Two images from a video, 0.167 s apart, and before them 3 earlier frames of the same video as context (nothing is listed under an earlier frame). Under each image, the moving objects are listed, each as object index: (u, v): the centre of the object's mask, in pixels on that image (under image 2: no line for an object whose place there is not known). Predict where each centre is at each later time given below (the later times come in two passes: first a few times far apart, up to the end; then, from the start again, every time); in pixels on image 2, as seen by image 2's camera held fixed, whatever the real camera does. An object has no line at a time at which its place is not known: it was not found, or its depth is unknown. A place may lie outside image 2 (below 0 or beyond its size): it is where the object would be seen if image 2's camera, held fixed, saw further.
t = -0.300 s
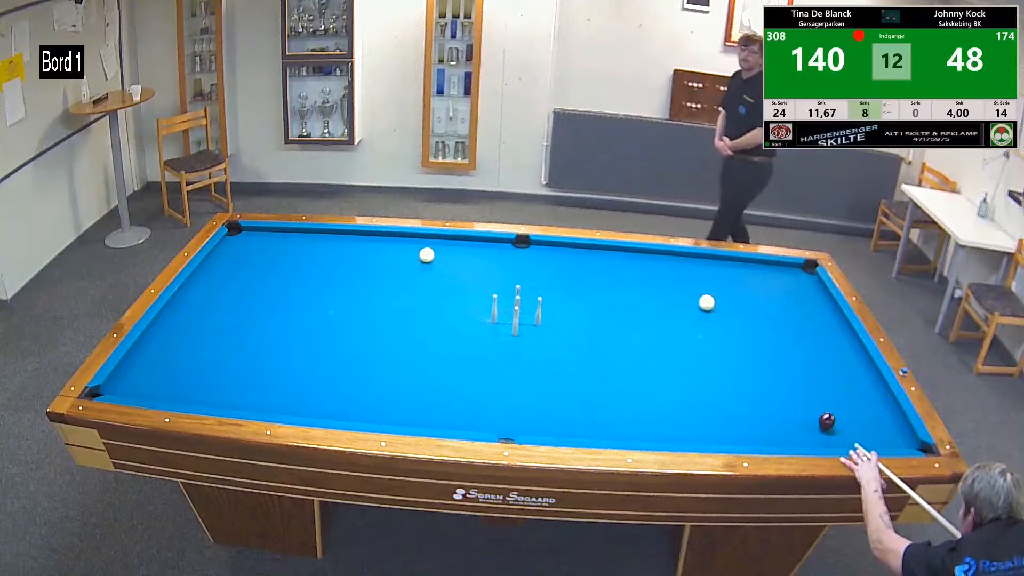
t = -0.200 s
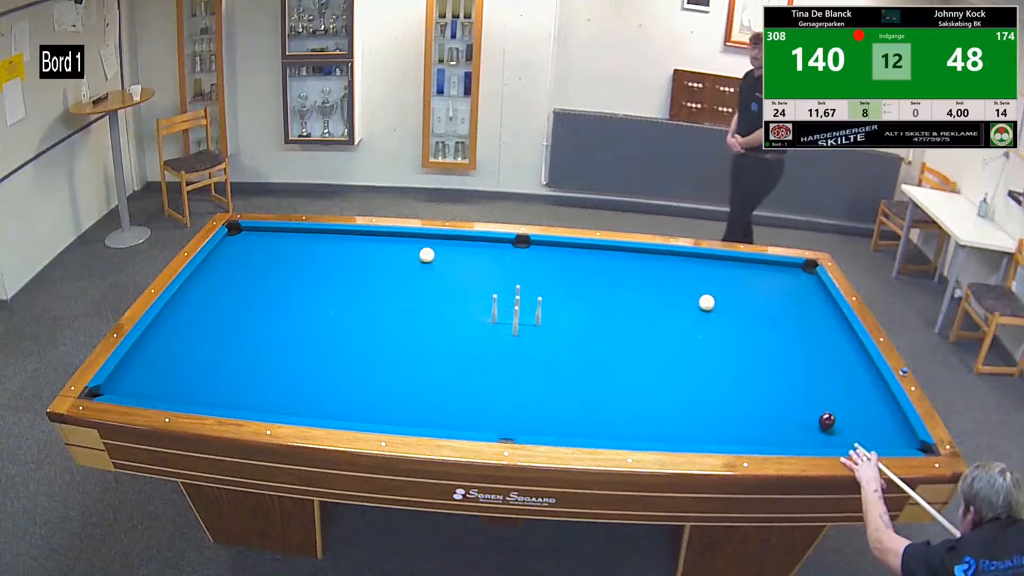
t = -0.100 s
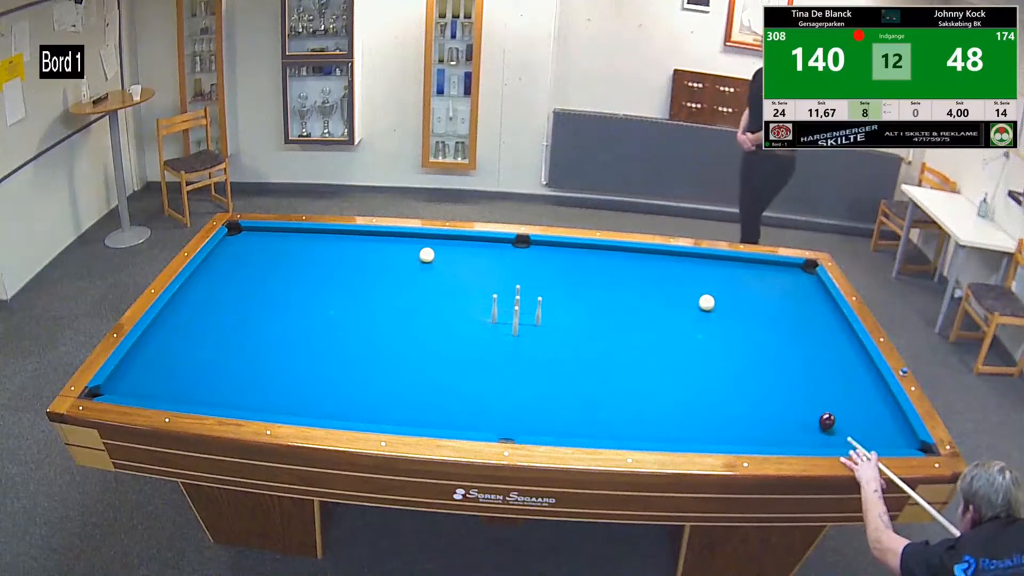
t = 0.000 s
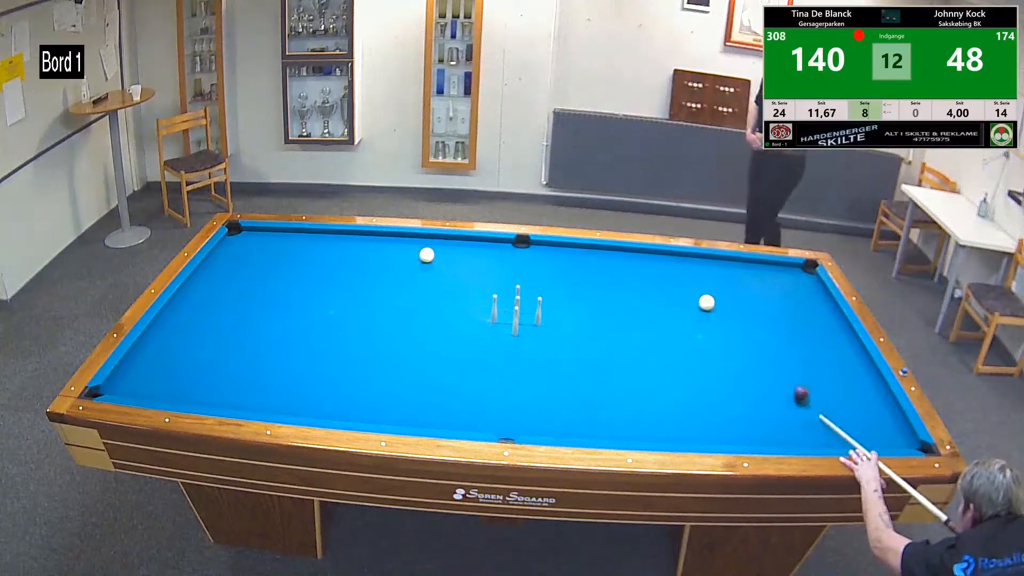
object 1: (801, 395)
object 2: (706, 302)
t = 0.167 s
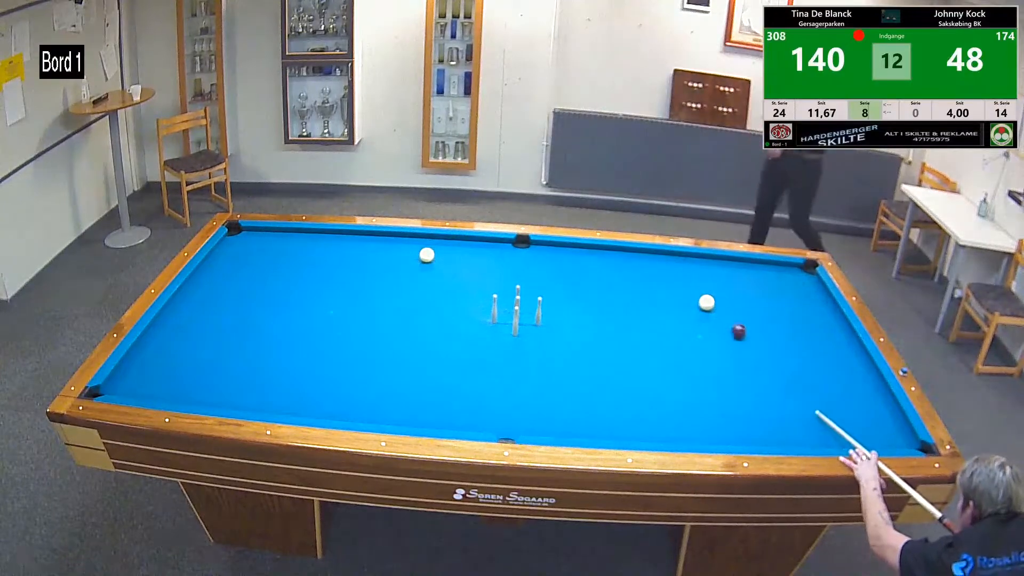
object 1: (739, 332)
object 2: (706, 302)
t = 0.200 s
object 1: (728, 321)
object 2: (706, 302)
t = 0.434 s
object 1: (733, 301)
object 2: (643, 266)
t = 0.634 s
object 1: (746, 293)
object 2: (604, 253)
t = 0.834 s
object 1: (758, 285)
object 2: (578, 266)
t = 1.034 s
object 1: (769, 278)
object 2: (549, 278)
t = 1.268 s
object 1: (781, 270)
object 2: (512, 294)
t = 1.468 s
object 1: (794, 267)
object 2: (479, 309)
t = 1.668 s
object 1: (811, 273)
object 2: (444, 325)
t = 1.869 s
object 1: (804, 277)
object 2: (406, 341)
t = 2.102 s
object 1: (796, 283)
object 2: (360, 362)
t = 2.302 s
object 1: (789, 288)
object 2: (319, 381)
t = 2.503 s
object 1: (782, 293)
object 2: (276, 400)
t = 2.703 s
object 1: (775, 297)
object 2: (253, 400)
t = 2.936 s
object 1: (767, 303)
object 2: (244, 385)
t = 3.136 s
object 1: (759, 308)
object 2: (237, 373)
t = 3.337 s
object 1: (752, 313)
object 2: (230, 362)
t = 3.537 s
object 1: (745, 318)
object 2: (224, 351)
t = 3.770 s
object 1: (737, 324)
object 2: (217, 340)
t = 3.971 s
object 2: (212, 332)
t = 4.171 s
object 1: (723, 334)
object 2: (207, 323)
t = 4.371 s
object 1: (715, 339)
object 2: (203, 316)
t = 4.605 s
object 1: (707, 344)
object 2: (198, 307)
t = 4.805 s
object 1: (700, 349)
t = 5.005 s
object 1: (694, 354)
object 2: (190, 295)
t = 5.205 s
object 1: (687, 359)
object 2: (187, 289)
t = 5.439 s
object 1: (680, 364)
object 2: (191, 284)
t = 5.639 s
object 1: (674, 368)
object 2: (197, 281)
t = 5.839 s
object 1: (668, 373)
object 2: (203, 278)
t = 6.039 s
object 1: (662, 377)
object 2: (209, 276)
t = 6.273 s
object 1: (656, 382)
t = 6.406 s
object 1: (652, 385)
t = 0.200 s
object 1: (728, 321)
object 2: (706, 302)
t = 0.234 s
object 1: (718, 311)
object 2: (706, 302)
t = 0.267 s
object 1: (720, 309)
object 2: (696, 296)
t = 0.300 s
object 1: (723, 307)
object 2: (684, 289)
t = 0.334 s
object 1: (725, 306)
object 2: (673, 283)
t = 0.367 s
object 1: (728, 304)
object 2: (662, 277)
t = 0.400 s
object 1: (730, 303)
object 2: (653, 271)
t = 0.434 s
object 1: (733, 301)
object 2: (643, 266)
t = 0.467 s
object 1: (735, 300)
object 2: (635, 261)
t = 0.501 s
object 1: (737, 299)
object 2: (627, 256)
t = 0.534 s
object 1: (740, 297)
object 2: (619, 252)
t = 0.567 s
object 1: (742, 296)
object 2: (612, 248)
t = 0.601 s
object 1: (744, 294)
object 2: (608, 251)
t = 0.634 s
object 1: (746, 293)
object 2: (604, 253)
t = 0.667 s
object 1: (748, 292)
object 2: (600, 256)
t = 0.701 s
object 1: (750, 290)
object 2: (596, 258)
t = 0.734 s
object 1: (752, 289)
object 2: (591, 260)
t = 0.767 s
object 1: (754, 288)
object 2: (587, 262)
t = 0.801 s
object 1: (756, 287)
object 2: (582, 263)
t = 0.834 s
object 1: (758, 285)
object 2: (578, 266)
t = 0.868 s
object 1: (760, 284)
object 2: (573, 268)
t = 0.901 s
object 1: (762, 283)
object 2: (568, 269)
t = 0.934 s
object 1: (764, 281)
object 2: (563, 272)
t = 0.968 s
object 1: (766, 280)
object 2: (559, 274)
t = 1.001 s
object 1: (768, 279)
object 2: (554, 276)
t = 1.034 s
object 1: (769, 278)
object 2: (549, 278)
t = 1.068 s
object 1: (771, 277)
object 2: (544, 280)
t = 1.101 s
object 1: (773, 275)
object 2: (539, 282)
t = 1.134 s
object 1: (775, 274)
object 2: (534, 285)
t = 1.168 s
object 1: (776, 273)
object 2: (529, 287)
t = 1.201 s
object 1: (778, 272)
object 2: (524, 289)
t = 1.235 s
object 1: (780, 271)
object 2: (518, 291)
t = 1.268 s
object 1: (781, 270)
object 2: (512, 294)
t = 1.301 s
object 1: (783, 269)
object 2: (507, 296)
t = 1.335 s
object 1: (785, 268)
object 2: (503, 298)
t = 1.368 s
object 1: (786, 267)
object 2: (497, 301)
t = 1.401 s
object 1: (788, 266)
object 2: (490, 303)
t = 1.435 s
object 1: (791, 266)
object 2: (485, 306)
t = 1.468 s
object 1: (794, 267)
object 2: (479, 309)
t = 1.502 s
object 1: (797, 269)
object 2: (473, 311)
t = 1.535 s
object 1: (800, 269)
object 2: (468, 314)
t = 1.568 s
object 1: (803, 270)
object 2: (462, 317)
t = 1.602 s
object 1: (808, 271)
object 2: (456, 319)
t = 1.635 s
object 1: (811, 272)
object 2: (450, 322)
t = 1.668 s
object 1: (811, 273)
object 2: (444, 325)
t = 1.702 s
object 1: (810, 273)
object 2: (438, 327)
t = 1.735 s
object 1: (809, 274)
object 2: (432, 330)
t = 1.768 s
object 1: (808, 275)
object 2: (425, 333)
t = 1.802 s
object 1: (808, 275)
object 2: (419, 335)
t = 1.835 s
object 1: (807, 275)
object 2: (413, 338)
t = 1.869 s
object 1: (804, 277)
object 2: (406, 341)
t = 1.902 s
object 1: (803, 278)
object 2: (400, 344)
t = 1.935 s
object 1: (802, 279)
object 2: (394, 347)
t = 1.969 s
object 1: (801, 279)
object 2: (387, 350)
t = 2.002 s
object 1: (800, 281)
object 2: (381, 353)
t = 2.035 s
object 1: (799, 281)
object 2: (374, 356)
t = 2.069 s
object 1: (797, 282)
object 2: (367, 359)
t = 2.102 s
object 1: (796, 283)
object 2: (360, 362)
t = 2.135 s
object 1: (795, 284)
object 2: (353, 365)
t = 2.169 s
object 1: (794, 284)
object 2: (347, 368)
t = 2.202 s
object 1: (793, 285)
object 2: (340, 371)
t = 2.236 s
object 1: (792, 286)
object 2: (333, 375)
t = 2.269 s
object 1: (790, 287)
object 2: (326, 378)
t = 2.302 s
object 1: (789, 288)
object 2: (319, 381)
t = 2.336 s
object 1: (788, 289)
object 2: (312, 384)
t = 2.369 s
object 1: (787, 289)
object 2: (305, 387)
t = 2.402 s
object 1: (786, 290)
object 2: (298, 390)
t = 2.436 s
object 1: (784, 291)
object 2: (290, 394)
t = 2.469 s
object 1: (783, 292)
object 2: (283, 397)
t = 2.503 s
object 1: (782, 293)
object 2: (276, 400)
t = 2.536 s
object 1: (781, 293)
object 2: (269, 403)
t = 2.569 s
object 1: (780, 294)
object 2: (262, 405)
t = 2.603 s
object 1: (779, 295)
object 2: (257, 406)
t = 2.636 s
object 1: (777, 296)
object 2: (256, 404)
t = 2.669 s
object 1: (776, 297)
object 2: (255, 402)
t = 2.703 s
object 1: (775, 297)
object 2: (253, 400)
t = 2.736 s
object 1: (774, 298)
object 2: (252, 398)
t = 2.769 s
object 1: (773, 299)
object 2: (250, 396)
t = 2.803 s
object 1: (771, 300)
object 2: (249, 393)
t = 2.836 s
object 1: (770, 300)
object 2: (248, 391)
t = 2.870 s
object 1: (769, 301)
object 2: (246, 389)
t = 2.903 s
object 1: (768, 302)
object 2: (245, 387)
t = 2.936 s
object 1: (767, 303)
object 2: (244, 385)
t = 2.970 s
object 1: (765, 304)
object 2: (243, 383)
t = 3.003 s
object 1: (764, 305)
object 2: (241, 381)
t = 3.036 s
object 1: (763, 305)
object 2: (240, 379)
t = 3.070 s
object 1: (762, 306)
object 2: (239, 377)
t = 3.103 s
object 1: (761, 307)
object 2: (237, 375)
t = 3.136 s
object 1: (759, 308)
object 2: (237, 373)
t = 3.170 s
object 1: (758, 309)
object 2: (236, 371)
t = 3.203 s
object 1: (757, 309)
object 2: (234, 369)
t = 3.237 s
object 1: (756, 310)
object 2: (233, 367)
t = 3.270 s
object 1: (755, 311)
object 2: (232, 365)
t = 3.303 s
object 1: (754, 312)
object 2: (231, 364)
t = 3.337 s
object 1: (752, 313)
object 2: (230, 362)
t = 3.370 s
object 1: (751, 314)
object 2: (229, 360)
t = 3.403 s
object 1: (750, 315)
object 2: (228, 359)
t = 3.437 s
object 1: (749, 315)
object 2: (227, 357)
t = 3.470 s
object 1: (748, 316)
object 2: (226, 355)
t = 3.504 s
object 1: (746, 317)
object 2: (225, 353)
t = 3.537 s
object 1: (745, 318)
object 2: (224, 351)
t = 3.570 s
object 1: (744, 318)
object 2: (222, 350)
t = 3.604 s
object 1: (743, 319)
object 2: (221, 348)
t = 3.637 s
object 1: (742, 320)
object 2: (221, 346)
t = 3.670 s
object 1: (740, 321)
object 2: (220, 345)
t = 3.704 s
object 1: (739, 322)
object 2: (219, 343)
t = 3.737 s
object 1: (738, 323)
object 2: (218, 342)
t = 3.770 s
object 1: (737, 324)
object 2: (217, 340)
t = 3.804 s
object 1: (735, 325)
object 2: (216, 339)
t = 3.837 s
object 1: (729, 326)
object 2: (215, 337)
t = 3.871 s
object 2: (214, 336)
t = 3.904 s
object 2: (213, 334)
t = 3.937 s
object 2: (213, 333)
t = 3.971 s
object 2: (212, 332)
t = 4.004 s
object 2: (211, 330)
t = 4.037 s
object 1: (727, 331)
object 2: (210, 329)
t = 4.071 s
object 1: (726, 331)
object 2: (209, 327)
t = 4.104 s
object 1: (725, 332)
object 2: (208, 326)
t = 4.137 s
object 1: (724, 333)
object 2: (208, 325)
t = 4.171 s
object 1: (723, 334)
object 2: (207, 323)
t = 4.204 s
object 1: (721, 335)
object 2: (206, 322)
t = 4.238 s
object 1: (720, 335)
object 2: (205, 321)
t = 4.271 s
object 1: (719, 336)
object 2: (205, 319)
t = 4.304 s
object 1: (718, 337)
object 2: (204, 318)
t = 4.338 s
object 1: (717, 338)
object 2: (203, 317)
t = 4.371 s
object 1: (715, 339)
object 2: (203, 316)
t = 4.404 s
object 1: (714, 339)
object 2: (202, 314)
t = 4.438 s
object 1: (713, 340)
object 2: (201, 313)
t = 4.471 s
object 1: (712, 341)
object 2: (200, 312)
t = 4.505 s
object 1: (711, 342)
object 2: (200, 311)
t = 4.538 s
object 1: (710, 342)
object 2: (199, 310)
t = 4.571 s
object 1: (708, 343)
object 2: (198, 308)
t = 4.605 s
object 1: (707, 344)
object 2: (198, 307)
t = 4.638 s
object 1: (706, 345)
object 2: (197, 306)
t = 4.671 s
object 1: (705, 346)
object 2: (196, 305)
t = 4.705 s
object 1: (704, 347)
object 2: (193, 301)
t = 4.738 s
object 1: (703, 347)
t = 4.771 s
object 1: (702, 348)
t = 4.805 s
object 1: (700, 349)
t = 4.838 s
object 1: (699, 350)
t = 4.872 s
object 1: (698, 351)
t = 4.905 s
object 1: (697, 352)
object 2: (195, 298)
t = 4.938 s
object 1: (696, 352)
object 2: (191, 297)
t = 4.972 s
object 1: (695, 353)
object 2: (191, 296)
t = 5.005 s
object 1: (694, 354)
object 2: (190, 295)
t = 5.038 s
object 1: (693, 355)
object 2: (190, 294)
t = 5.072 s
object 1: (692, 356)
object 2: (189, 293)
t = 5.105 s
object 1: (691, 356)
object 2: (189, 292)
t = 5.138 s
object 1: (690, 357)
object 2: (188, 291)
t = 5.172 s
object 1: (688, 358)
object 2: (188, 290)
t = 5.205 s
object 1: (687, 359)
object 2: (187, 289)
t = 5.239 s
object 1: (686, 359)
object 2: (187, 288)
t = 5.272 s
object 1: (685, 360)
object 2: (186, 287)
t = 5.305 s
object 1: (684, 361)
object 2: (186, 286)
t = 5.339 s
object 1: (683, 362)
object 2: (187, 286)
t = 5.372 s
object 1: (682, 362)
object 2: (188, 285)
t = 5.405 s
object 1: (681, 363)
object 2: (190, 285)
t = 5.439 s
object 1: (680, 364)
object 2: (191, 284)
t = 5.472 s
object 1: (679, 365)
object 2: (192, 283)
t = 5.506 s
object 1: (678, 365)
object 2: (193, 283)
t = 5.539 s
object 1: (677, 366)
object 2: (194, 282)
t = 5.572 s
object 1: (676, 367)
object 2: (195, 282)
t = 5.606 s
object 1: (675, 368)
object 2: (196, 282)
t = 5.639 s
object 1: (674, 368)
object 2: (197, 281)
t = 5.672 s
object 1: (673, 369)
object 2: (198, 281)
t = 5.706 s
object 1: (672, 370)
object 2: (199, 280)
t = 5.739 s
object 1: (671, 371)
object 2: (200, 280)
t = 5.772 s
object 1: (670, 372)
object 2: (201, 279)
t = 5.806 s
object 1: (669, 372)
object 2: (202, 279)
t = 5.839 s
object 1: (668, 373)
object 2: (203, 278)
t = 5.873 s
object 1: (667, 374)
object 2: (204, 278)
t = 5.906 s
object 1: (666, 374)
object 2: (205, 277)
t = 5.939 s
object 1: (665, 375)
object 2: (206, 277)
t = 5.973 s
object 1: (664, 376)
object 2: (207, 277)
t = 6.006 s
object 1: (663, 377)
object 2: (208, 276)
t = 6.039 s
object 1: (662, 377)
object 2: (209, 276)
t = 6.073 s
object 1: (661, 378)
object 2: (210, 275)
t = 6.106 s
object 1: (661, 378)
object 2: (211, 275)
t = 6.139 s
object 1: (660, 379)
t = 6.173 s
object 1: (659, 380)
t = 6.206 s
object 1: (658, 380)
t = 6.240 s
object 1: (657, 381)
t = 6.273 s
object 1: (656, 382)
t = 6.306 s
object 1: (655, 383)
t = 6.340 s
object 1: (654, 383)
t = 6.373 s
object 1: (653, 384)
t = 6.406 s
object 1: (652, 385)
